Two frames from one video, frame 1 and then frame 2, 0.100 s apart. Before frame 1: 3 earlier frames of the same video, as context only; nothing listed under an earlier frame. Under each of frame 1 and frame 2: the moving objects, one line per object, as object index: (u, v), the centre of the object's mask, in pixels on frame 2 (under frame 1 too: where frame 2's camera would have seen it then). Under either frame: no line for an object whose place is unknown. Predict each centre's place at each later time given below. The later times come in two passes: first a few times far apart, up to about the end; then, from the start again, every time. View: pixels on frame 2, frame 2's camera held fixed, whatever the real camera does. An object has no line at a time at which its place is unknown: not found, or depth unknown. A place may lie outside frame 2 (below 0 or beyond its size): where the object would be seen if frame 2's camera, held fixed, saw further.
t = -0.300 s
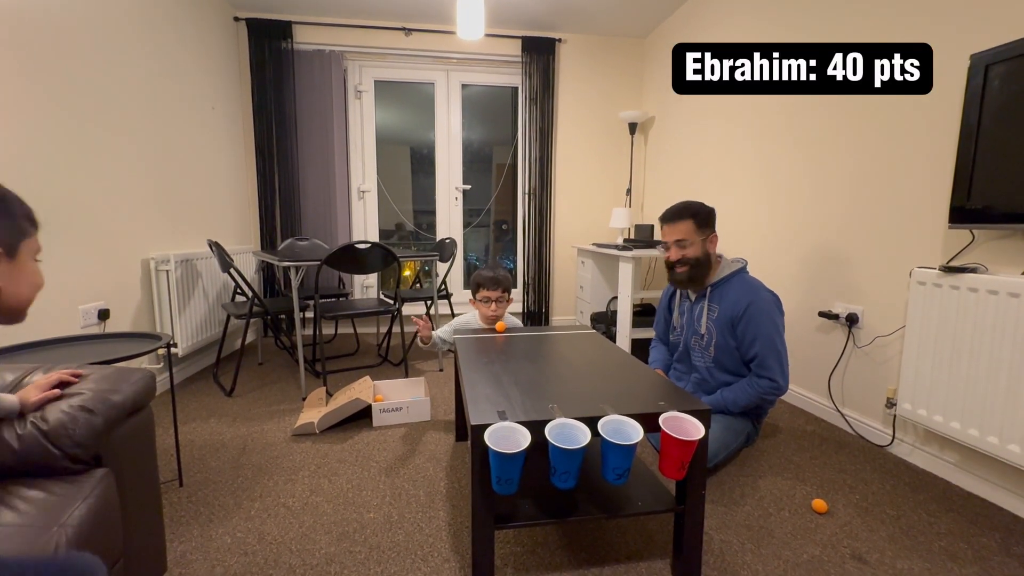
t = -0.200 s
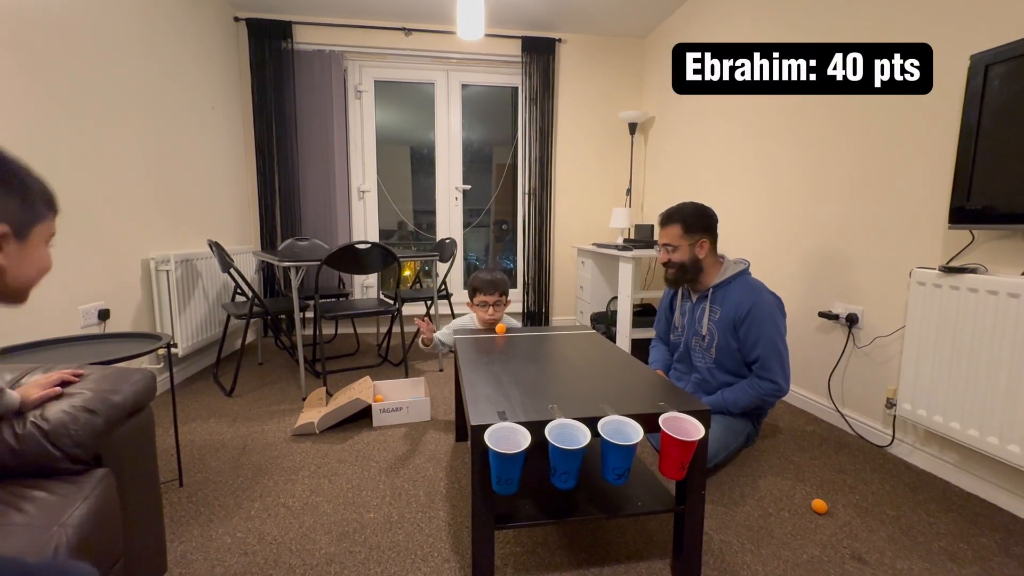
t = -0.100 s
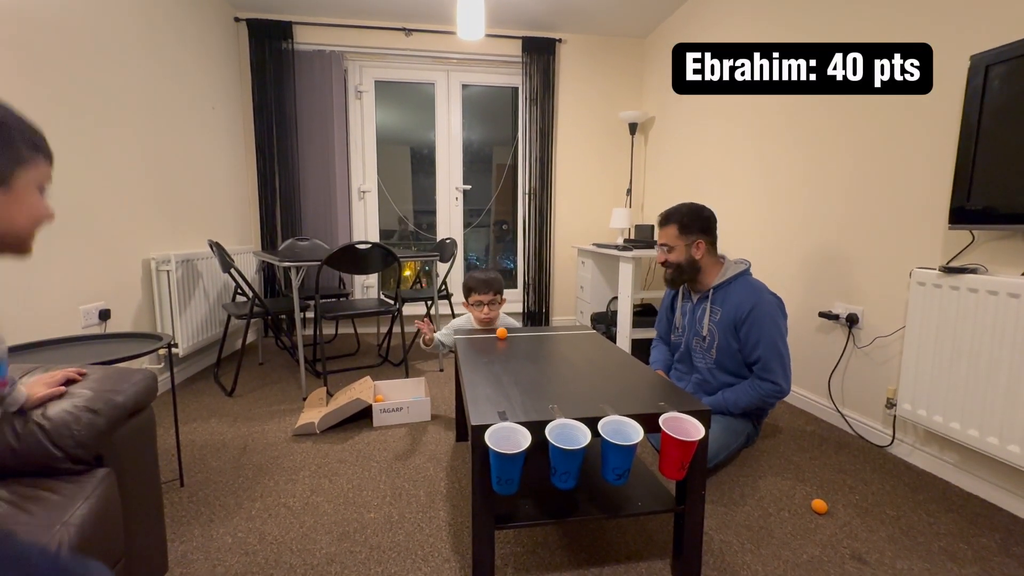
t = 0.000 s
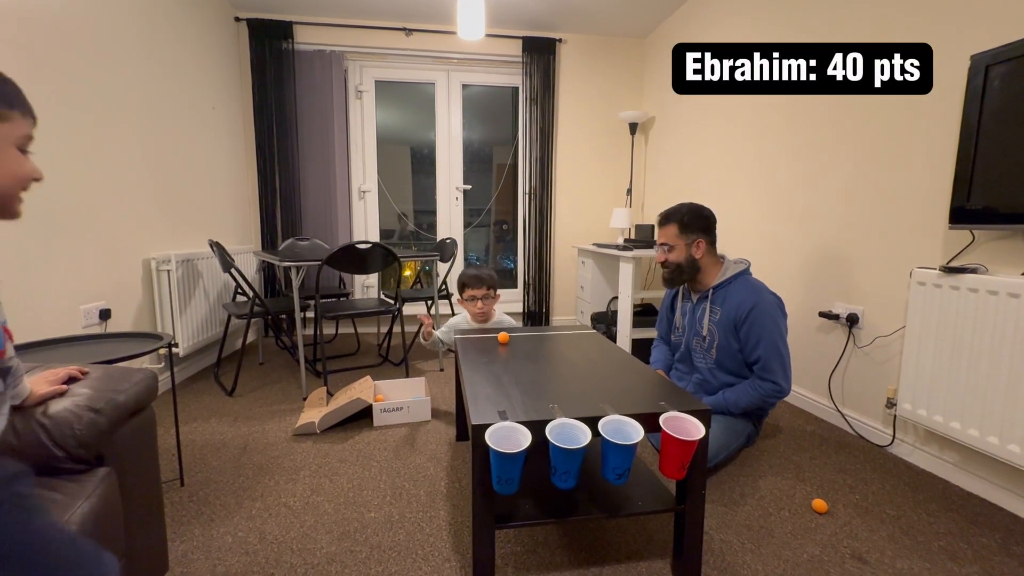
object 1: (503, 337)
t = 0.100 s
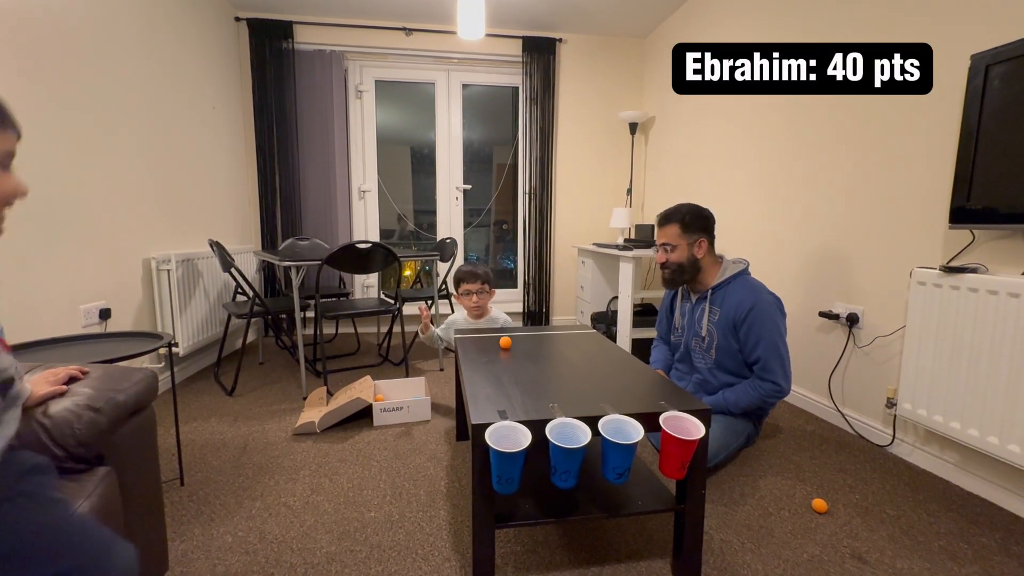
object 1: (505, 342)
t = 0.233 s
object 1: (509, 351)
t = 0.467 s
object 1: (519, 366)
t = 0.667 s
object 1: (532, 382)
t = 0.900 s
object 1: (554, 405)
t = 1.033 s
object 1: (569, 438)
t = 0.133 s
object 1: (506, 344)
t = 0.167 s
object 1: (507, 346)
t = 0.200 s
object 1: (508, 348)
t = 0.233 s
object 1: (509, 351)
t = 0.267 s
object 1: (510, 353)
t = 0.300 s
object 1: (511, 355)
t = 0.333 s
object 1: (512, 357)
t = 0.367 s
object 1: (514, 359)
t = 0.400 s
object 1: (516, 361)
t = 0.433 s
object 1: (517, 364)
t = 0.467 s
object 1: (519, 366)
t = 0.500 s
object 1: (520, 369)
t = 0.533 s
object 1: (523, 371)
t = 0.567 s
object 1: (525, 374)
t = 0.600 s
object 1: (527, 376)
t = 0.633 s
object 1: (529, 379)
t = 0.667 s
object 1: (532, 382)
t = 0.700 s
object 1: (534, 385)
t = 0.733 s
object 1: (537, 388)
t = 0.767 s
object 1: (540, 391)
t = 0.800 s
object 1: (543, 394)
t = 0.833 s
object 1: (546, 398)
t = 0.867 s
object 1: (550, 401)
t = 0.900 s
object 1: (554, 405)
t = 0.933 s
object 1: (558, 408)
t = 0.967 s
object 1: (561, 412)
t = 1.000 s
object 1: (564, 422)
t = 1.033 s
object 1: (569, 438)
